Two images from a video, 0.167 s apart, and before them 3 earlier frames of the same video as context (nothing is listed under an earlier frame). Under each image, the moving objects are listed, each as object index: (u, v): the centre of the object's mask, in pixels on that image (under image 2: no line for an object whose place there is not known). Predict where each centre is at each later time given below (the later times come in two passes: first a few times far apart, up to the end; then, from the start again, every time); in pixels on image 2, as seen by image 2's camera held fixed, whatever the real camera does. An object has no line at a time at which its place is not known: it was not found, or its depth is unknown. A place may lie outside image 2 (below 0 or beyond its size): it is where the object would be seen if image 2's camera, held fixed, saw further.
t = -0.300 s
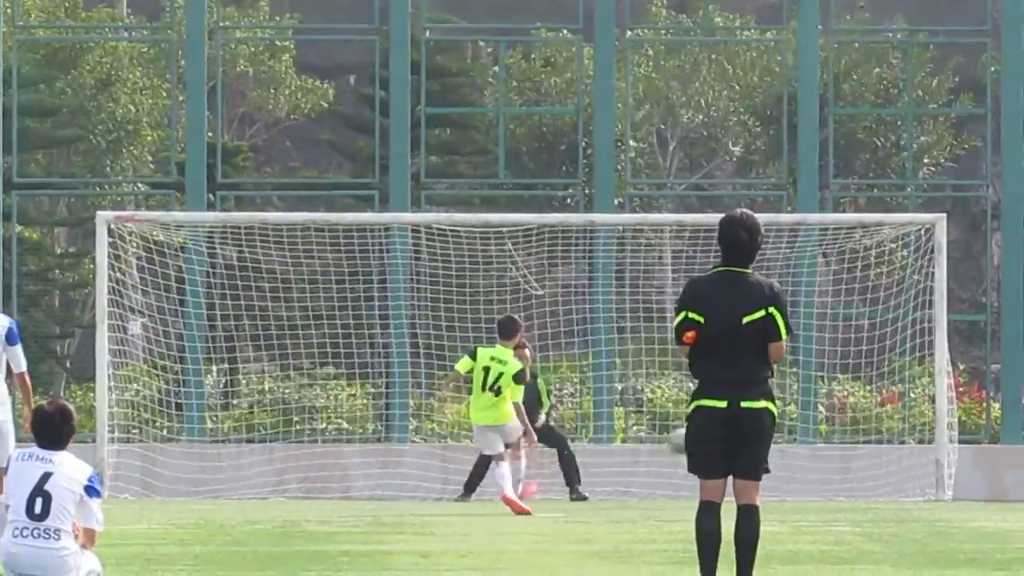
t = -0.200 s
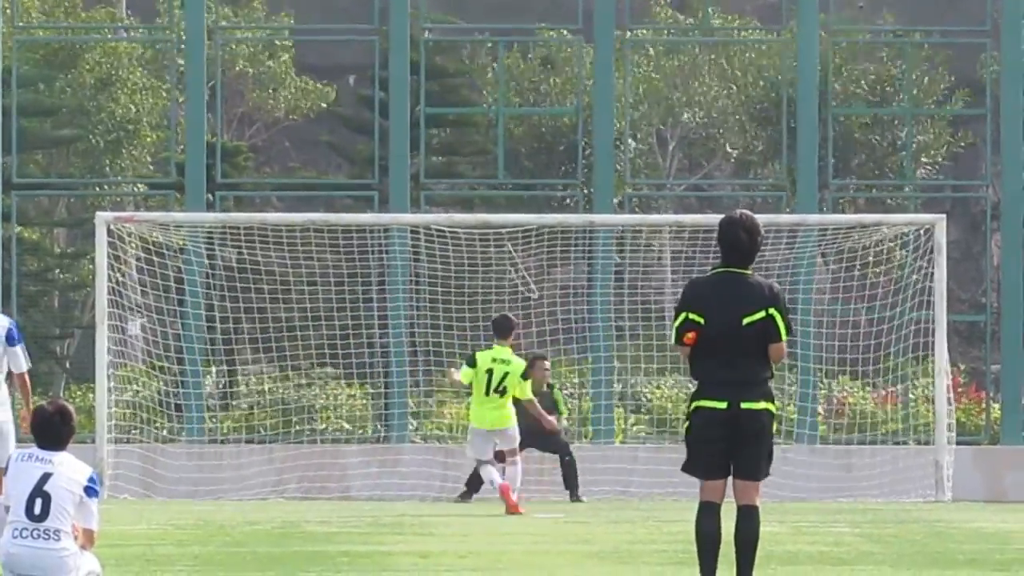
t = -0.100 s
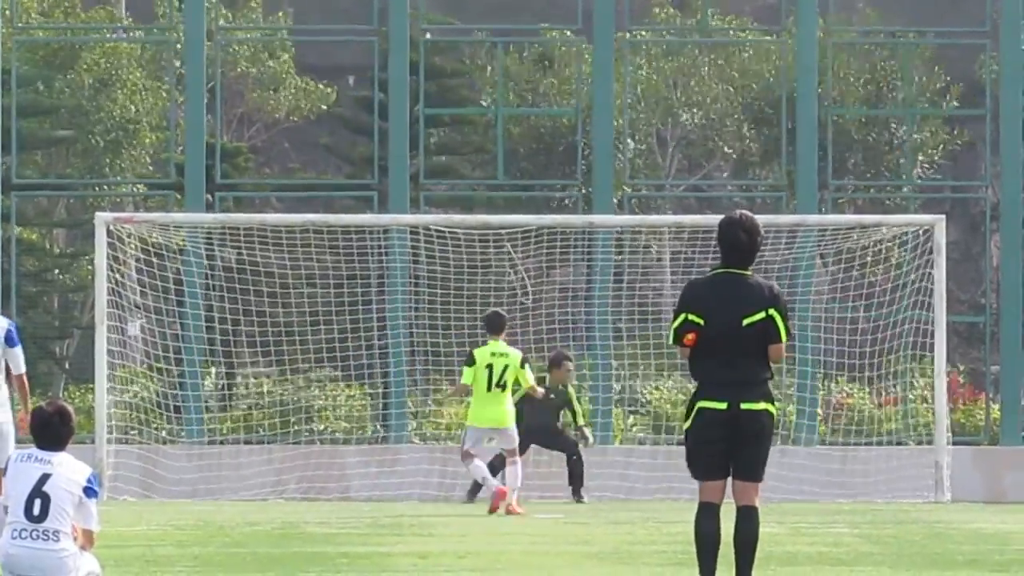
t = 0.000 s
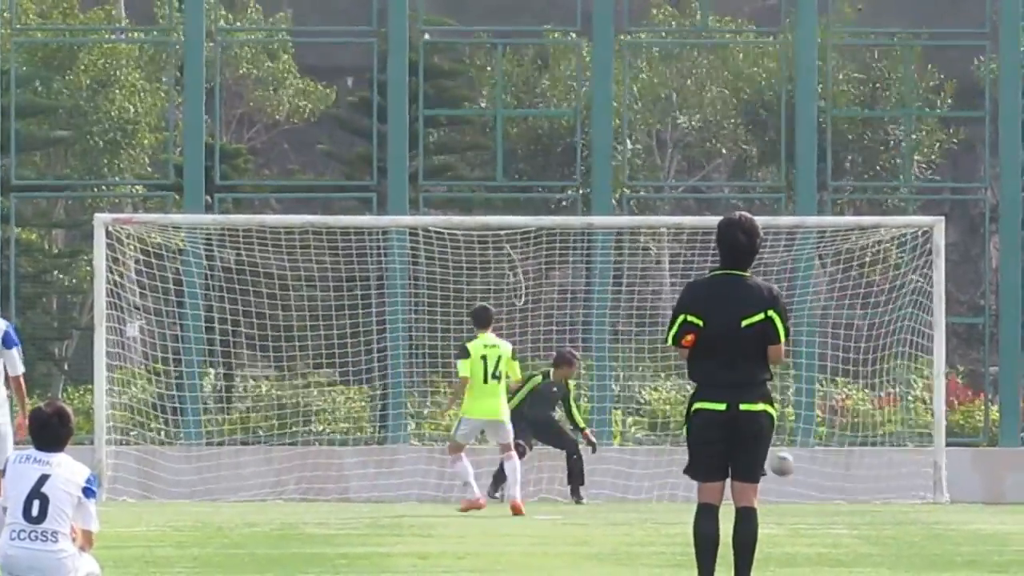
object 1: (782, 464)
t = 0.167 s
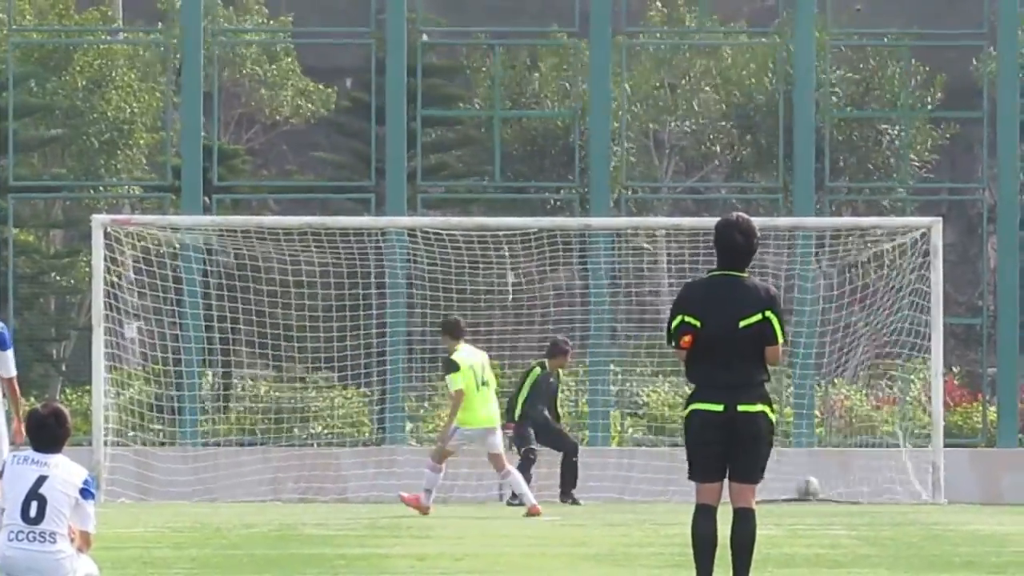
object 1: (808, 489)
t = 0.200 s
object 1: (809, 482)
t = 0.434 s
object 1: (808, 467)
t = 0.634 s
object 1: (803, 493)
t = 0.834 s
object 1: (807, 481)
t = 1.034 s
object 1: (808, 490)
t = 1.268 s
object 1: (809, 493)
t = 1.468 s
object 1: (808, 494)
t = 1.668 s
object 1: (806, 494)
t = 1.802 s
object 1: (805, 494)
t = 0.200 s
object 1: (809, 482)
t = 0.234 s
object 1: (809, 476)
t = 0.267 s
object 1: (810, 471)
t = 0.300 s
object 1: (810, 468)
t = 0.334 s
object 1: (809, 466)
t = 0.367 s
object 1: (809, 466)
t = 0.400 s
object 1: (809, 466)
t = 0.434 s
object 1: (808, 467)
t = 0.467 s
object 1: (808, 470)
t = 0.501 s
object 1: (807, 474)
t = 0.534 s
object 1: (806, 478)
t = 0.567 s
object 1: (805, 484)
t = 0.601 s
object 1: (804, 491)
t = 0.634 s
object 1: (803, 493)
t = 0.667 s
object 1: (805, 490)
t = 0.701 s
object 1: (805, 486)
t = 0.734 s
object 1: (806, 483)
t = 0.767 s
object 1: (806, 481)
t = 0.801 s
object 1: (806, 481)
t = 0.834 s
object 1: (807, 481)
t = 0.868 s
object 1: (807, 484)
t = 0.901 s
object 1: (808, 488)
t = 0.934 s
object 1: (807, 492)
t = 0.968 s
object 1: (807, 494)
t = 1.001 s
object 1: (807, 492)
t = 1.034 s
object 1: (808, 490)
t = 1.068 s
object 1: (808, 489)
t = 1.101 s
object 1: (808, 489)
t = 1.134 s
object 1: (808, 491)
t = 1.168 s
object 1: (808, 492)
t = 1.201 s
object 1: (808, 494)
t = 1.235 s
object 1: (808, 493)
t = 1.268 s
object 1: (809, 493)
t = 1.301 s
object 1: (808, 493)
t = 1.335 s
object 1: (809, 494)
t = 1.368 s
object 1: (809, 494)
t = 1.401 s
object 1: (808, 494)
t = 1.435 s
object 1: (808, 494)
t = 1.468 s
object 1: (808, 494)
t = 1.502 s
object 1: (808, 494)
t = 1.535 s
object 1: (807, 494)
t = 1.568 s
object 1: (807, 494)
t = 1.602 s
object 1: (806, 494)
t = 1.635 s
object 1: (807, 495)
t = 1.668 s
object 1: (806, 494)
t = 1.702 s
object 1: (806, 495)
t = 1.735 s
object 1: (806, 495)
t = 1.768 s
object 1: (805, 495)
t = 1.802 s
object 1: (805, 494)
